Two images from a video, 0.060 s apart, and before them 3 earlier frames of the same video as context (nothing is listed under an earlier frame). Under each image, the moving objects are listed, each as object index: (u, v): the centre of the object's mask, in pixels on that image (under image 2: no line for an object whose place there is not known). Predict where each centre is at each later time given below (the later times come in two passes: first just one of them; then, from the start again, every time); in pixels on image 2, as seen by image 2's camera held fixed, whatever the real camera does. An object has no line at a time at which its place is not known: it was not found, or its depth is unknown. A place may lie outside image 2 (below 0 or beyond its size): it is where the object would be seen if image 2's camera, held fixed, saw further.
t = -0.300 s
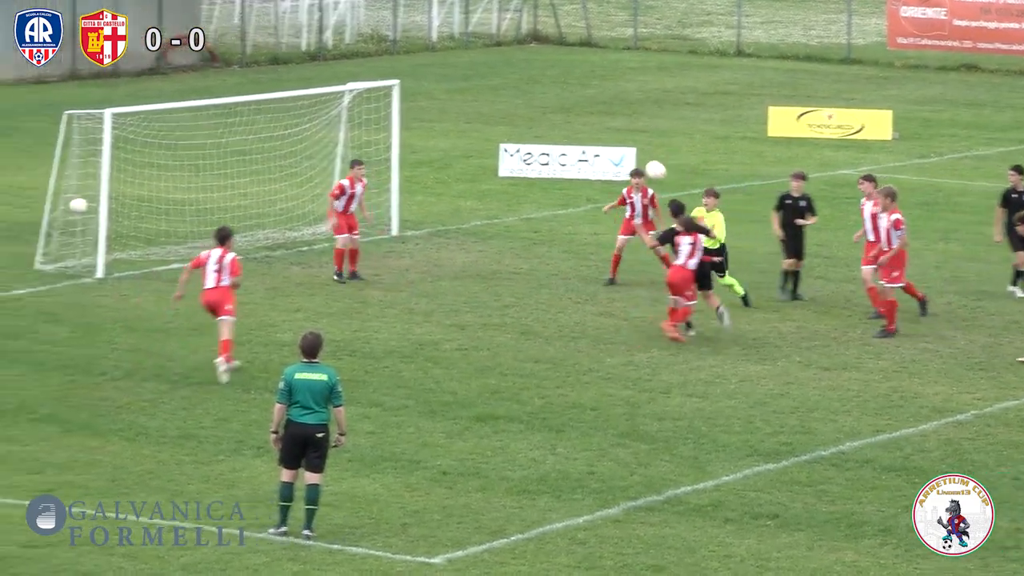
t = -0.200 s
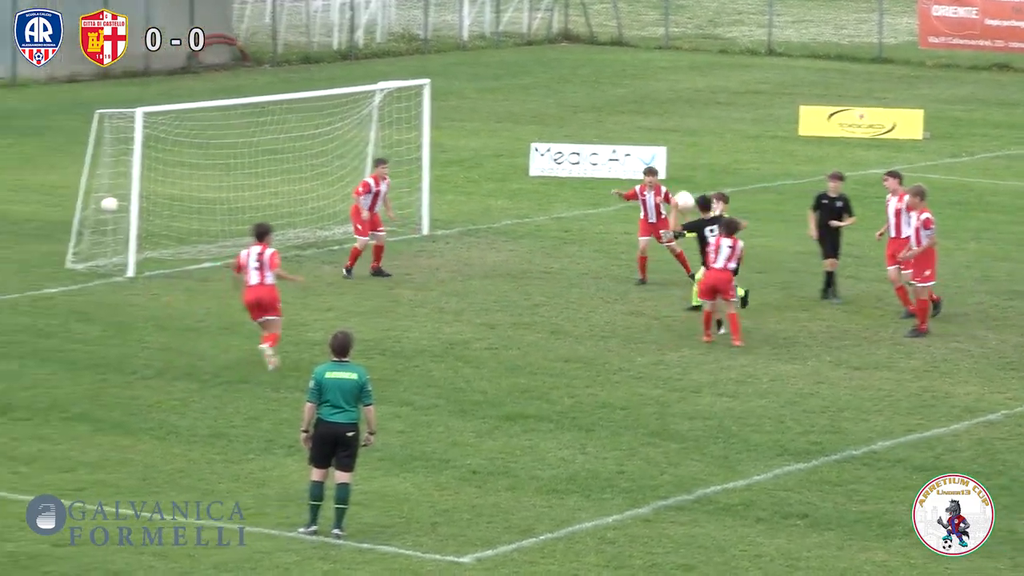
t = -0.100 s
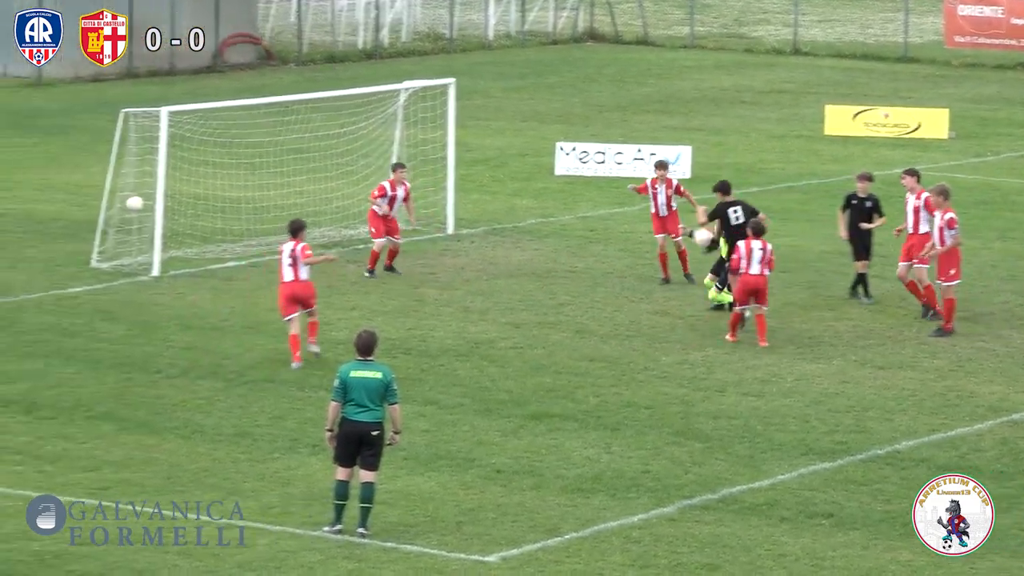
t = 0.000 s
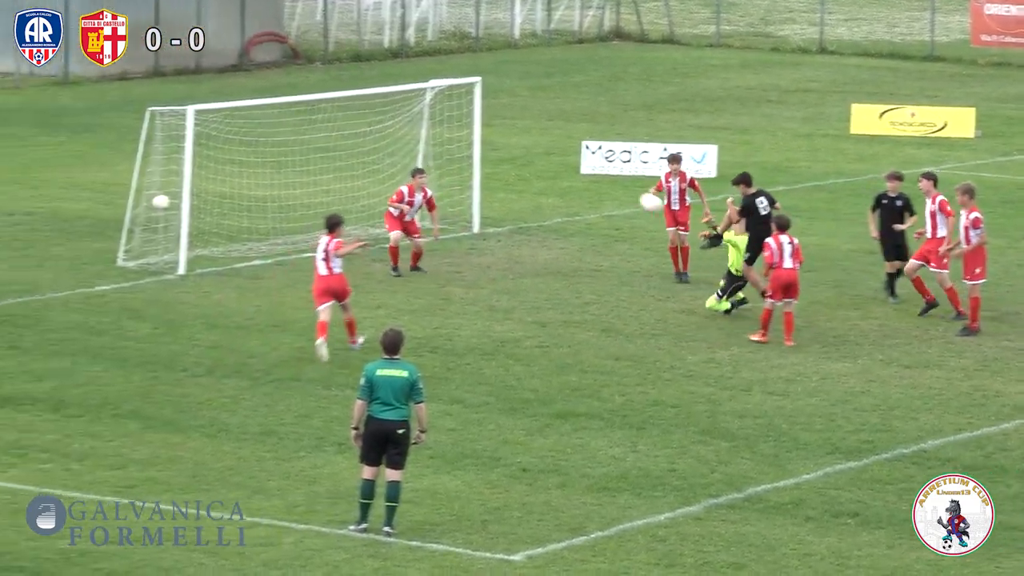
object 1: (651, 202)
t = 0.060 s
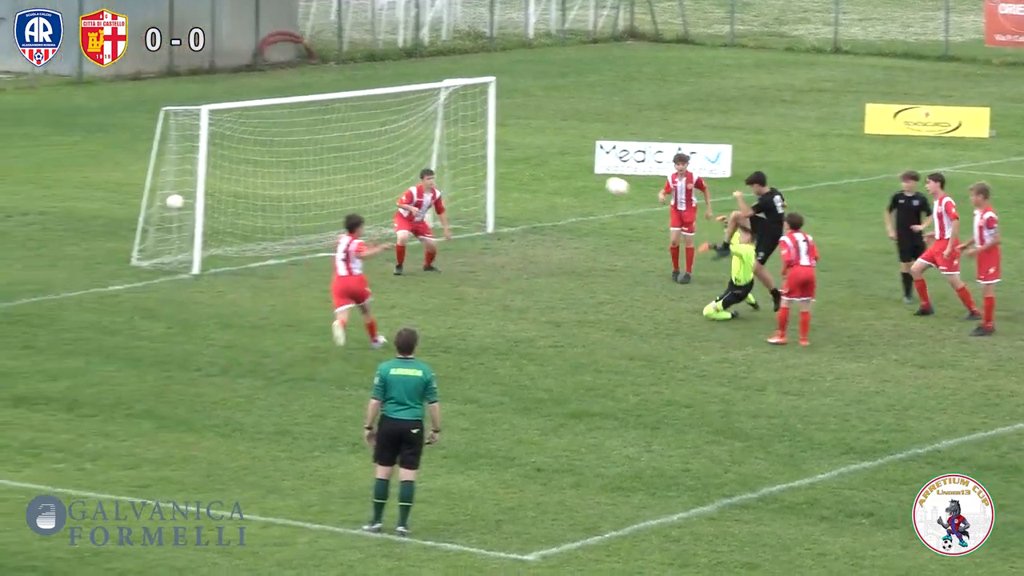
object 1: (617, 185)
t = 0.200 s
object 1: (514, 159)
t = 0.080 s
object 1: (602, 181)
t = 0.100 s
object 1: (587, 176)
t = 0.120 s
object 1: (572, 172)
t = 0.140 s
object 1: (557, 169)
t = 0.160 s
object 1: (542, 166)
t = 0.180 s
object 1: (528, 162)
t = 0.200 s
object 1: (514, 159)
